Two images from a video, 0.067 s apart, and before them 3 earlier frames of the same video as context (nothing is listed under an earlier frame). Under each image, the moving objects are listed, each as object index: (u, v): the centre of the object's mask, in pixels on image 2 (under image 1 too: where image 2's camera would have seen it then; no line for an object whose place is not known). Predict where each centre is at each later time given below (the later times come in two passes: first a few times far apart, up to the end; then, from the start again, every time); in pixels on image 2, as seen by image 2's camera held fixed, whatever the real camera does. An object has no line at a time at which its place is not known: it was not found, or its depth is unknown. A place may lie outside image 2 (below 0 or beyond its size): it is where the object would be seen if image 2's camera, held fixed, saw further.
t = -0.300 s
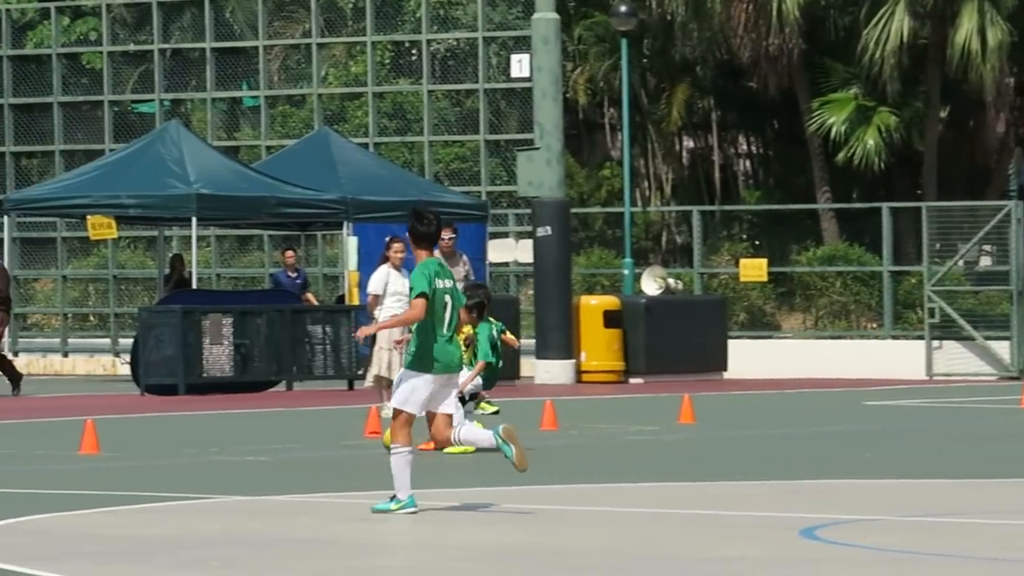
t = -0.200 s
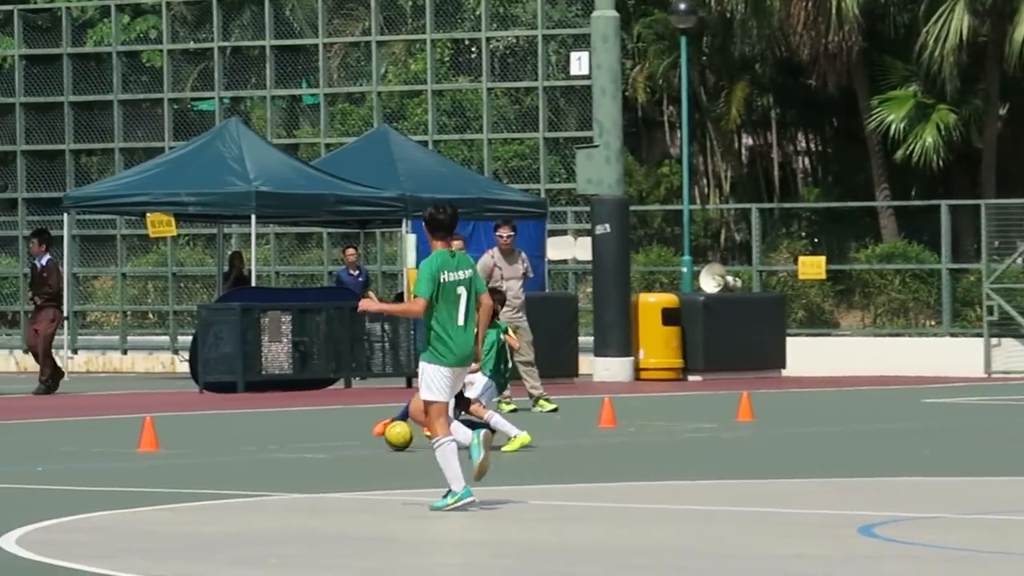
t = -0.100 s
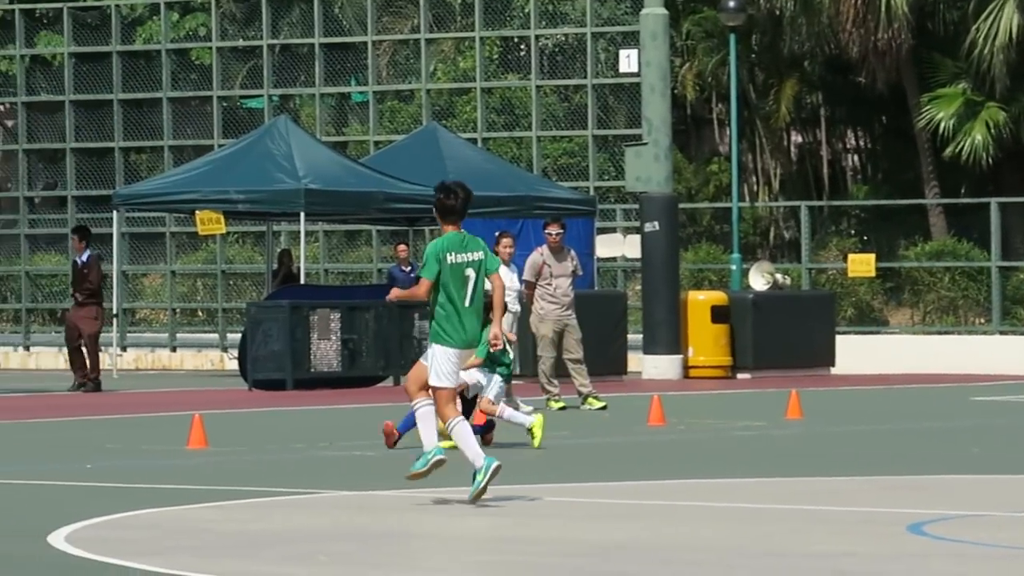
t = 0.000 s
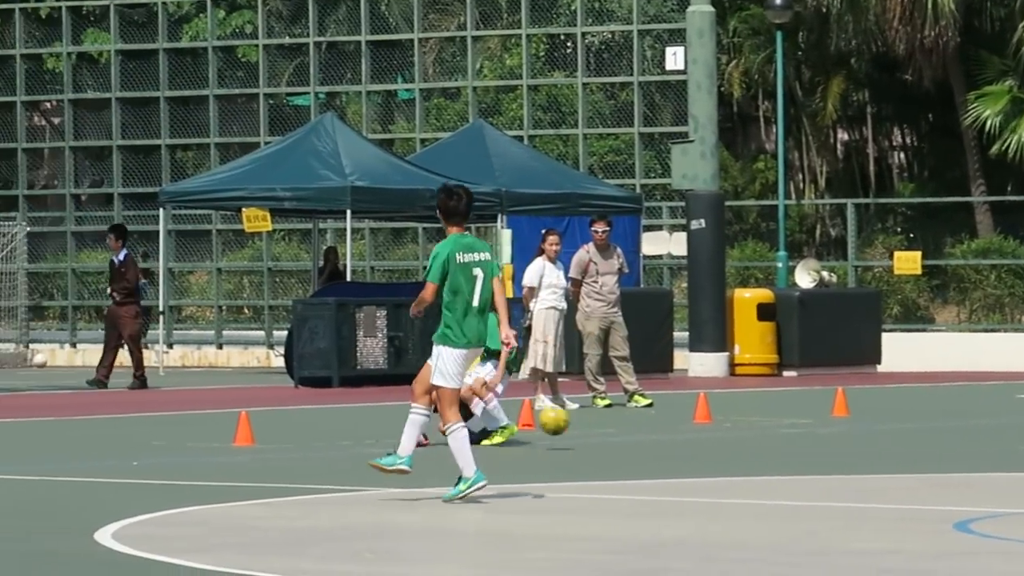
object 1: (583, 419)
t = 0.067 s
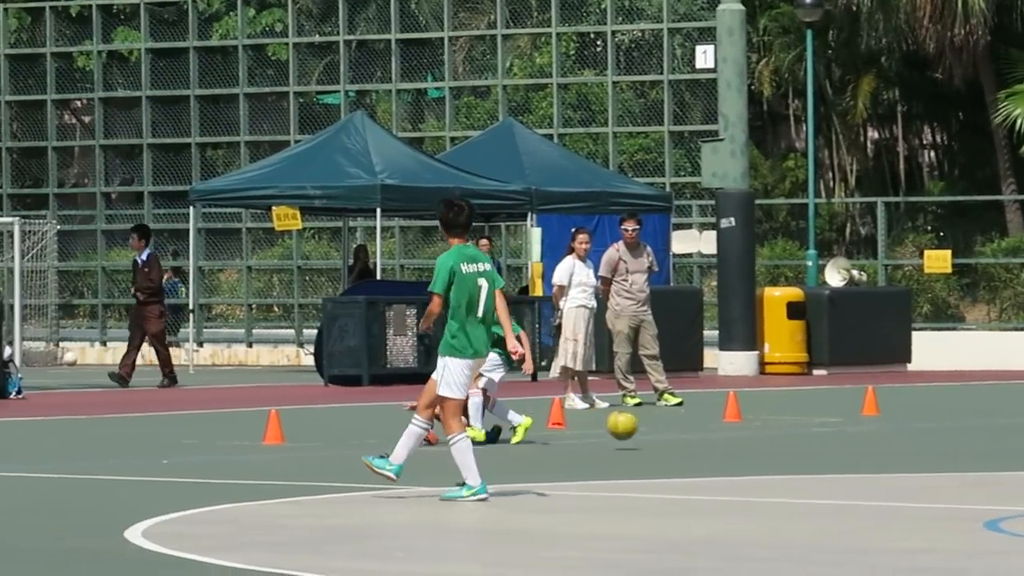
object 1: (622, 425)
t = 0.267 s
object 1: (718, 440)
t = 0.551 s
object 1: (827, 443)
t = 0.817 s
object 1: (928, 446)
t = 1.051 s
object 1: (1019, 449)
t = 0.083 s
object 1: (632, 427)
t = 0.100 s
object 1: (642, 430)
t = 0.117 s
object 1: (651, 435)
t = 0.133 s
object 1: (661, 437)
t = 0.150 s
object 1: (668, 436)
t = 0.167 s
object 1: (676, 436)
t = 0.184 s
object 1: (683, 435)
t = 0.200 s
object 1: (690, 435)
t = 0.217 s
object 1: (697, 437)
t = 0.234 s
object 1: (704, 437)
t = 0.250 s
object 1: (711, 438)
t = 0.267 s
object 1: (718, 440)
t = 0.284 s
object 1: (725, 441)
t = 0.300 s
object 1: (731, 441)
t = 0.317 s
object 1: (738, 441)
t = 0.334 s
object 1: (745, 441)
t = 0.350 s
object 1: (751, 442)
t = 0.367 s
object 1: (757, 442)
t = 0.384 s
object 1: (764, 442)
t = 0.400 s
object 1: (770, 442)
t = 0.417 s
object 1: (776, 442)
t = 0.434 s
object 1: (783, 443)
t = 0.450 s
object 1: (789, 443)
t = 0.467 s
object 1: (795, 443)
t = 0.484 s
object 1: (802, 443)
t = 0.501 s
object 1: (809, 443)
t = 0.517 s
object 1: (815, 443)
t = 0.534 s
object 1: (821, 443)
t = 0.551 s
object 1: (827, 443)
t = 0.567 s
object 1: (833, 443)
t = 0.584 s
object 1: (840, 444)
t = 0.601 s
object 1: (846, 444)
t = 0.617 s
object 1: (852, 444)
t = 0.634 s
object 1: (859, 444)
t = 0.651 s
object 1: (865, 444)
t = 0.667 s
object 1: (871, 444)
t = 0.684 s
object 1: (877, 445)
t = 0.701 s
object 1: (884, 445)
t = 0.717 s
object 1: (890, 445)
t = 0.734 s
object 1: (896, 444)
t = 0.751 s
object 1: (903, 445)
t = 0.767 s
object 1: (909, 446)
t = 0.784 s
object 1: (915, 445)
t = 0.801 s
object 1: (922, 445)
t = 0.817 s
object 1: (928, 446)
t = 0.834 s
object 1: (934, 446)
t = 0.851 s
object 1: (940, 447)
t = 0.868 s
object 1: (947, 447)
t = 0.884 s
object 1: (953, 447)
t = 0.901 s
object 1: (959, 446)
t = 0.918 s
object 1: (966, 446)
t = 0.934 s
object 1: (972, 447)
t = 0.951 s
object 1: (979, 448)
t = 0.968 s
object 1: (986, 448)
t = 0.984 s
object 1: (993, 448)
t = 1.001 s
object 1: (999, 449)
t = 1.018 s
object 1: (1005, 449)
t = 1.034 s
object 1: (1012, 449)
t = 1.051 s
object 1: (1019, 449)
